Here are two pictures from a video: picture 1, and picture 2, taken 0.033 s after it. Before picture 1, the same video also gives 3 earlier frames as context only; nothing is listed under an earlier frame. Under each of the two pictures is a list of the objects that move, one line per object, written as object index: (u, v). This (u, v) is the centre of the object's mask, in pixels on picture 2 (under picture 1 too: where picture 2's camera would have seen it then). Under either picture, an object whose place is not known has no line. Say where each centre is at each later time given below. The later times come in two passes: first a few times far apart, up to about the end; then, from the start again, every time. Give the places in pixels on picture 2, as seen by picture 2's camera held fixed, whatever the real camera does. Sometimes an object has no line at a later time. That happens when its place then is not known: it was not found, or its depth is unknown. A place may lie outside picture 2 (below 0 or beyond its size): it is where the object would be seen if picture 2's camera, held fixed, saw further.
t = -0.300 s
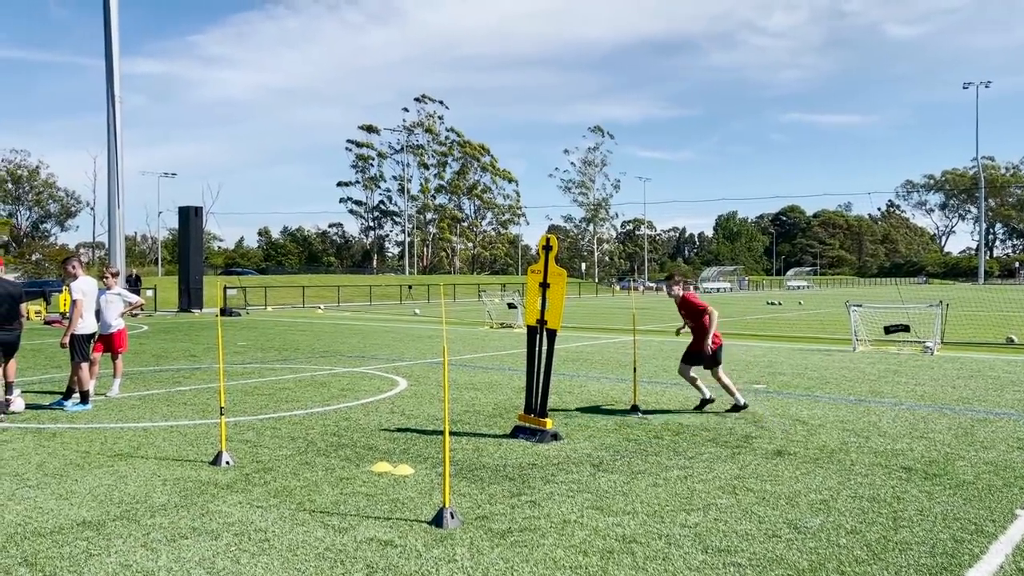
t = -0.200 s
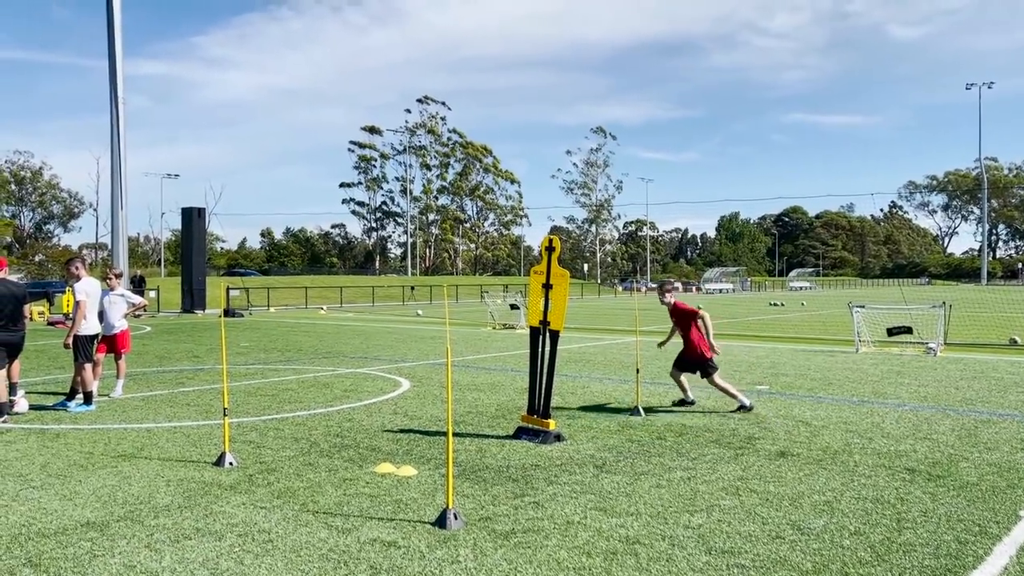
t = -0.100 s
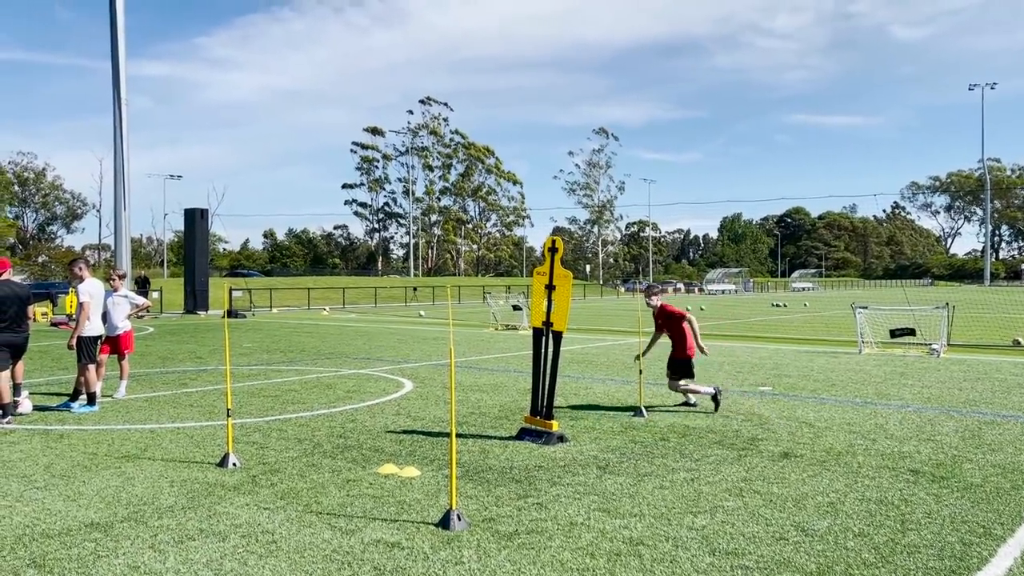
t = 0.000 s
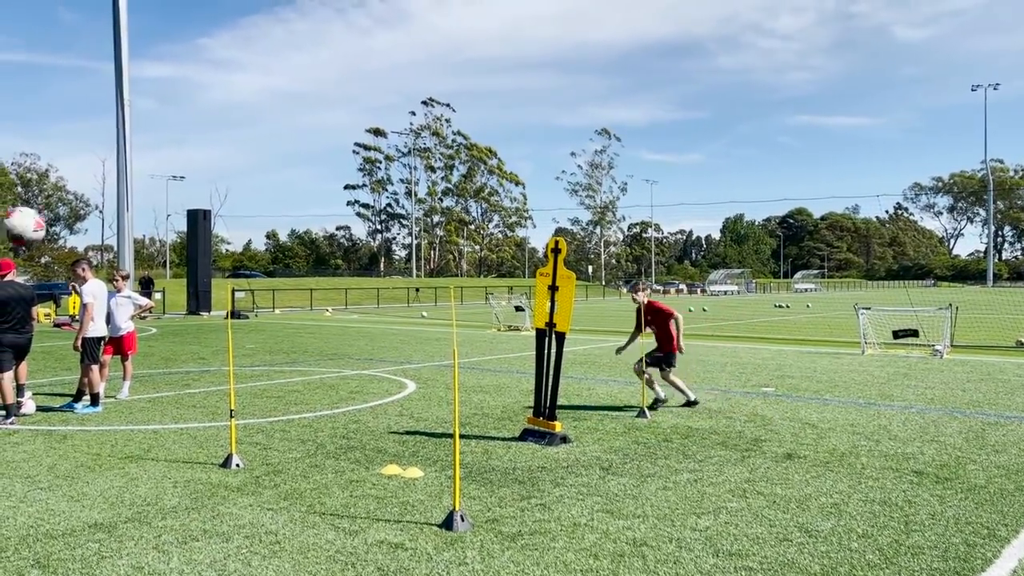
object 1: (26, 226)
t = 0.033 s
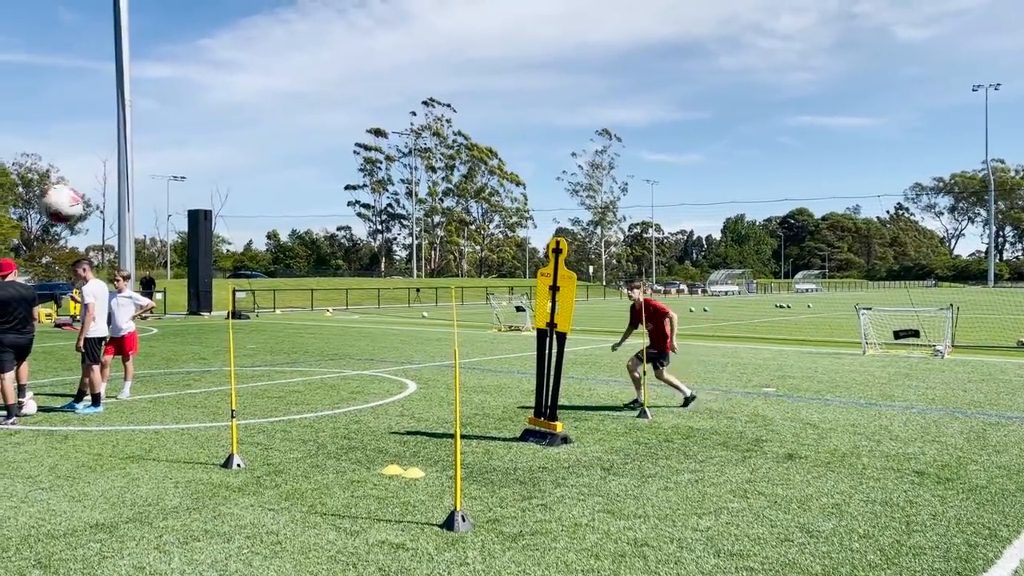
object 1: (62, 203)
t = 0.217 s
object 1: (220, 129)
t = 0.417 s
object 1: (340, 119)
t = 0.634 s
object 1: (434, 161)
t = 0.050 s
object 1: (79, 194)
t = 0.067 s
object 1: (95, 184)
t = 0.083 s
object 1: (111, 175)
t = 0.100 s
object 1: (126, 167)
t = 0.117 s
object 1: (141, 160)
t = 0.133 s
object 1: (155, 153)
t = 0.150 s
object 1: (169, 147)
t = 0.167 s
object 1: (183, 142)
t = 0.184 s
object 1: (196, 137)
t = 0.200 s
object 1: (208, 133)
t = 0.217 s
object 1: (220, 129)
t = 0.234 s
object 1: (232, 126)
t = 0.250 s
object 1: (243, 123)
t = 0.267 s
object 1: (254, 121)
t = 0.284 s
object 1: (265, 119)
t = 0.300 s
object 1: (275, 118)
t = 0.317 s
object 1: (285, 117)
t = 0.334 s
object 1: (295, 116)
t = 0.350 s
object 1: (304, 116)
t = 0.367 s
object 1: (314, 116)
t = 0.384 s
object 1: (323, 117)
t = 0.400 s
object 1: (331, 118)
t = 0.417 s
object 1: (340, 119)
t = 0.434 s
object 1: (348, 121)
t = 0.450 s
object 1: (356, 123)
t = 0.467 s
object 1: (364, 125)
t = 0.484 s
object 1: (372, 128)
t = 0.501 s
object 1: (380, 130)
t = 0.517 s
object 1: (386, 133)
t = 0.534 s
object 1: (394, 136)
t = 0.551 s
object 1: (402, 140)
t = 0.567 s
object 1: (408, 143)
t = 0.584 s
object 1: (415, 148)
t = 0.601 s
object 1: (422, 151)
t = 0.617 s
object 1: (428, 157)
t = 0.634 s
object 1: (434, 161)
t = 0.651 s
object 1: (441, 165)
